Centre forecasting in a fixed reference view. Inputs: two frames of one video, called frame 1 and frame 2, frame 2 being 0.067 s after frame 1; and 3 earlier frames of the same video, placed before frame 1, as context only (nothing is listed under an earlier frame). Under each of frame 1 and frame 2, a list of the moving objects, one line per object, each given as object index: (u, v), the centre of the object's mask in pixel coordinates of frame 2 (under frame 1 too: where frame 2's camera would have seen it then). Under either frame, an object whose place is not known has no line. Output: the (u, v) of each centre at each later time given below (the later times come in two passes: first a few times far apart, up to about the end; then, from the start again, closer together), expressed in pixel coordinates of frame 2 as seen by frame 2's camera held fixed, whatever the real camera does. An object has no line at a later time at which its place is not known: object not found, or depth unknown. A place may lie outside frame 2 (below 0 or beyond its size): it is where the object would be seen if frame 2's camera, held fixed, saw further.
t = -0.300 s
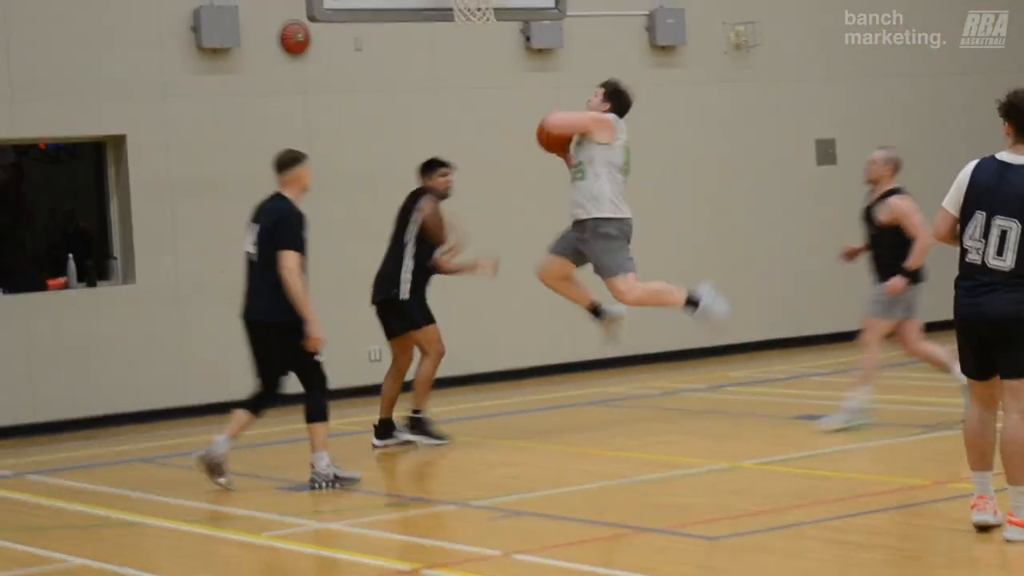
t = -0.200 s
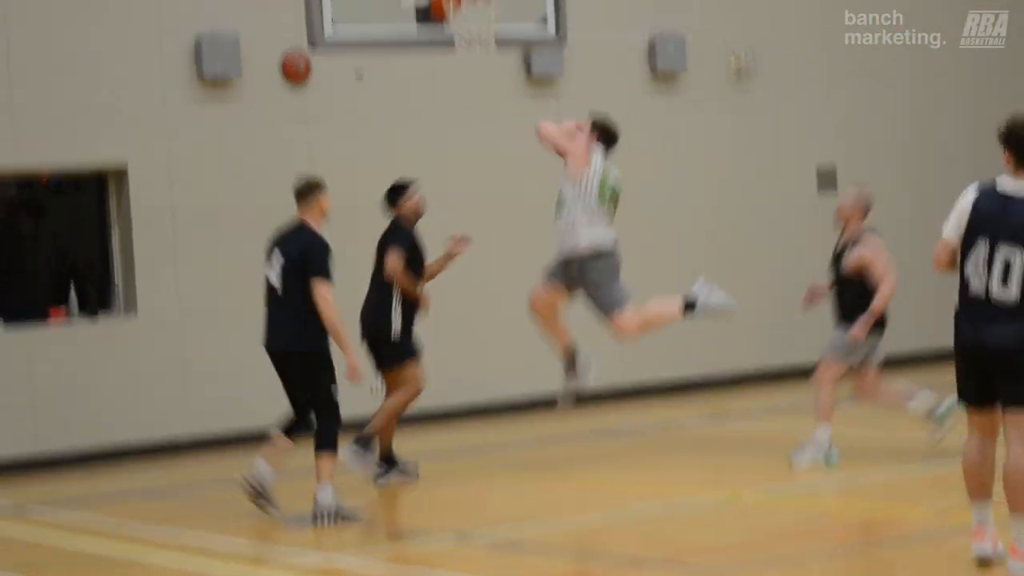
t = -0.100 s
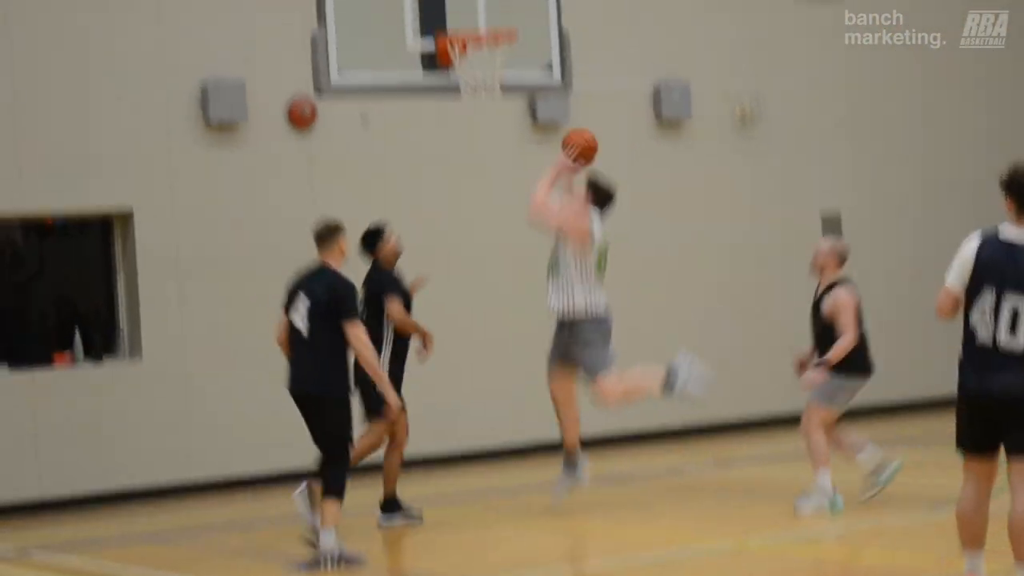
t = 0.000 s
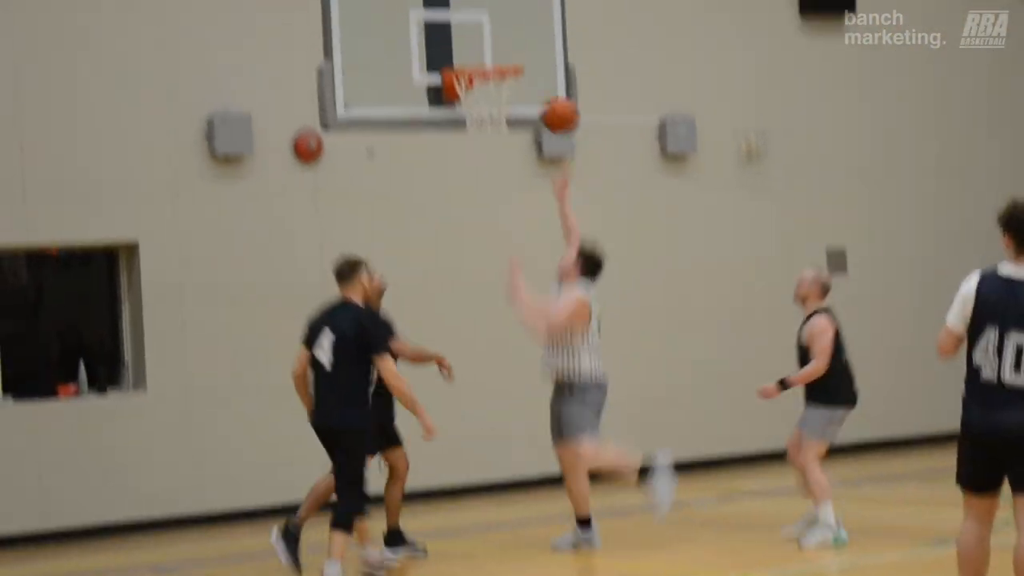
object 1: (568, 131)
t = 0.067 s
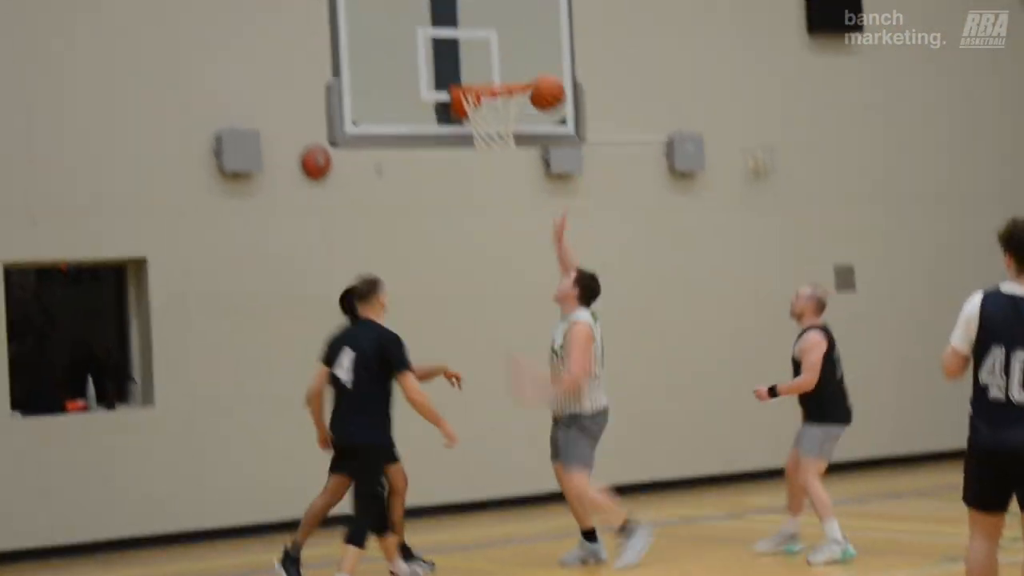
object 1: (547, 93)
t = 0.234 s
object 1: (510, 33)
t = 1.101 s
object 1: (492, 70)
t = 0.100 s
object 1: (537, 75)
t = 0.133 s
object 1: (526, 61)
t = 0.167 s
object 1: (516, 47)
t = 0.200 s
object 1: (511, 39)
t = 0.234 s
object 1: (510, 33)
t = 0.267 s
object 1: (508, 30)
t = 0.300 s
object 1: (507, 27)
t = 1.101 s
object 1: (492, 70)
